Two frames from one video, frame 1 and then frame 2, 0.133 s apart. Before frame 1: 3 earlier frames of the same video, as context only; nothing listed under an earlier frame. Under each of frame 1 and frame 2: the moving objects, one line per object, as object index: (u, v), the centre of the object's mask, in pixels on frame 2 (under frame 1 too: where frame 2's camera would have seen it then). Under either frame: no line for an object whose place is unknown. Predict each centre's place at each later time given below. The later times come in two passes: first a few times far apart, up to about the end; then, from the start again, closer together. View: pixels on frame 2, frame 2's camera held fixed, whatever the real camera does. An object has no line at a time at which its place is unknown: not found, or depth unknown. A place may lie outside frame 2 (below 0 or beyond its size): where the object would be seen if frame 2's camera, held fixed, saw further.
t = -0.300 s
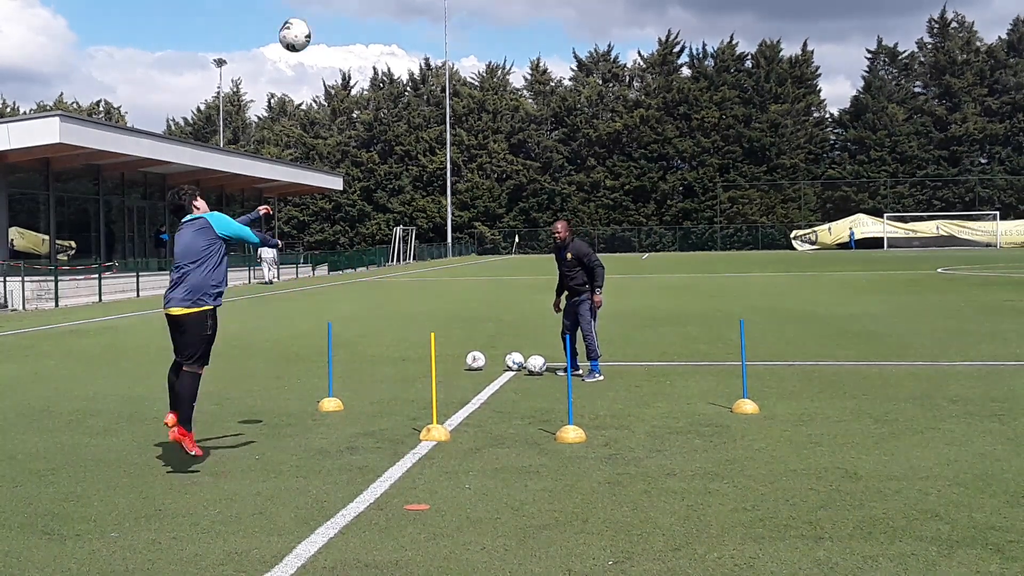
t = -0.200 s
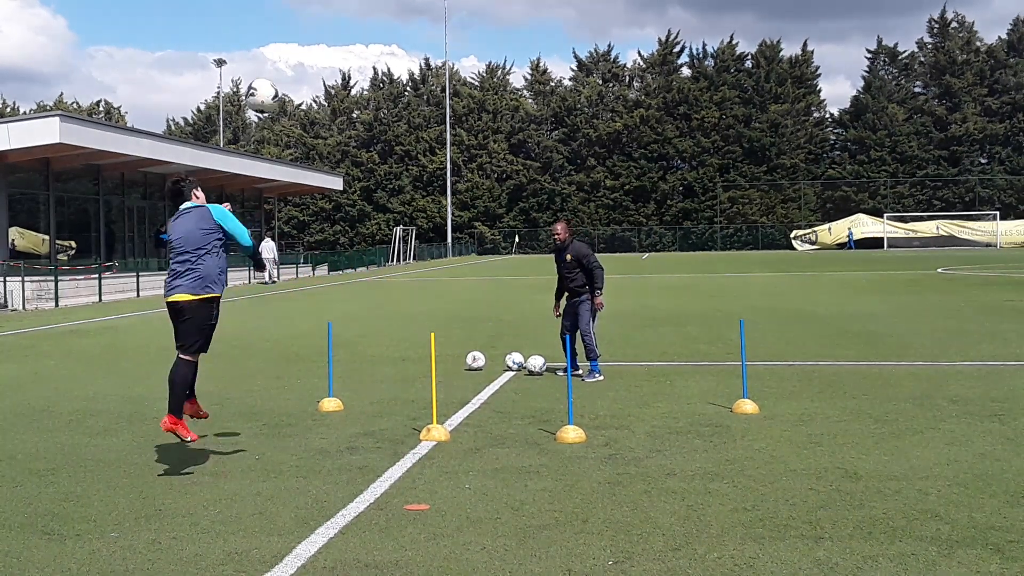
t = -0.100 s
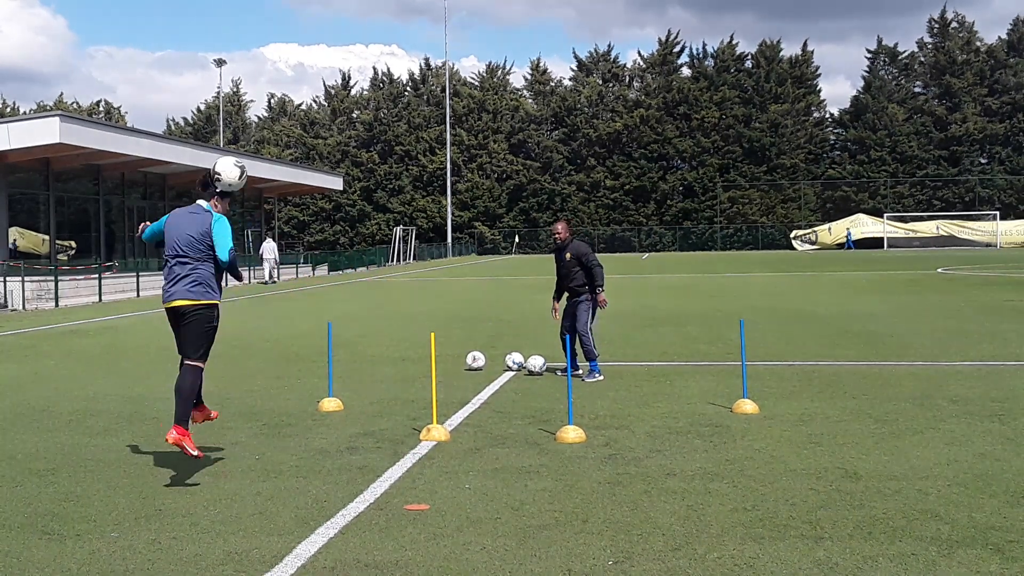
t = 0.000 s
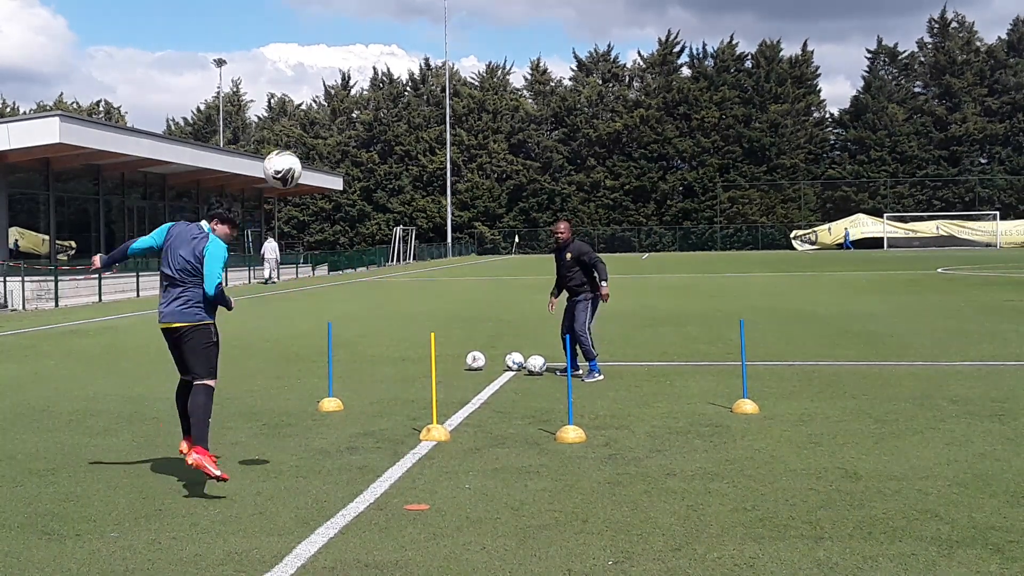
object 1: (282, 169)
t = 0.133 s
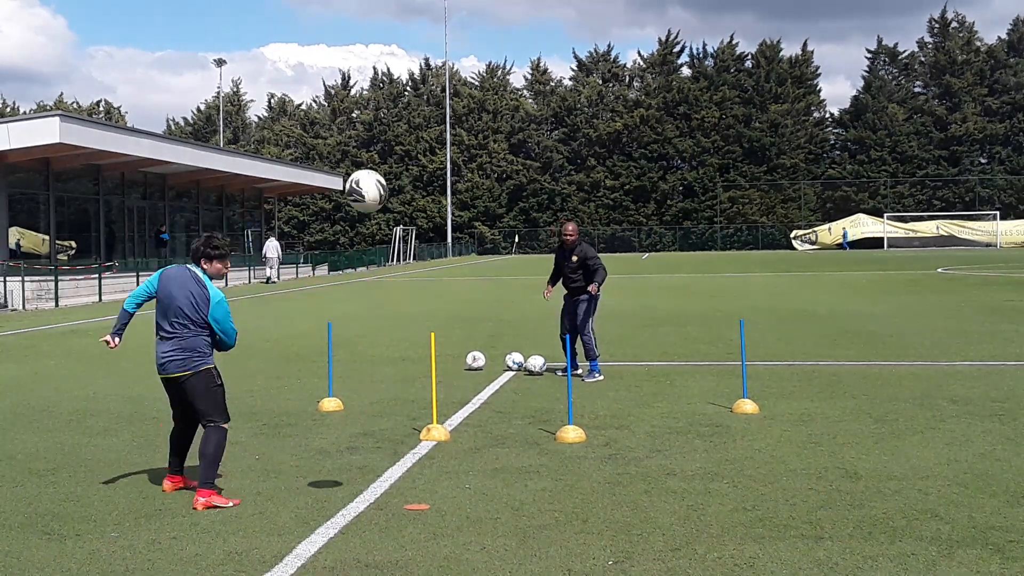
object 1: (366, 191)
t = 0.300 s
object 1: (500, 282)
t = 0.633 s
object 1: (874, 557)
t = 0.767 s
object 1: (997, 453)
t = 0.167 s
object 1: (390, 202)
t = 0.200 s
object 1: (415, 217)
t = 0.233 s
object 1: (442, 236)
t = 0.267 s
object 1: (470, 257)
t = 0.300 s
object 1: (500, 282)
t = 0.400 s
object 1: (602, 385)
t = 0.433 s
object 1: (641, 431)
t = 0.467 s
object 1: (683, 482)
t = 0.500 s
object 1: (730, 541)
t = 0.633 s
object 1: (874, 557)
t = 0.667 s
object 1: (905, 534)
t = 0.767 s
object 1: (997, 453)
